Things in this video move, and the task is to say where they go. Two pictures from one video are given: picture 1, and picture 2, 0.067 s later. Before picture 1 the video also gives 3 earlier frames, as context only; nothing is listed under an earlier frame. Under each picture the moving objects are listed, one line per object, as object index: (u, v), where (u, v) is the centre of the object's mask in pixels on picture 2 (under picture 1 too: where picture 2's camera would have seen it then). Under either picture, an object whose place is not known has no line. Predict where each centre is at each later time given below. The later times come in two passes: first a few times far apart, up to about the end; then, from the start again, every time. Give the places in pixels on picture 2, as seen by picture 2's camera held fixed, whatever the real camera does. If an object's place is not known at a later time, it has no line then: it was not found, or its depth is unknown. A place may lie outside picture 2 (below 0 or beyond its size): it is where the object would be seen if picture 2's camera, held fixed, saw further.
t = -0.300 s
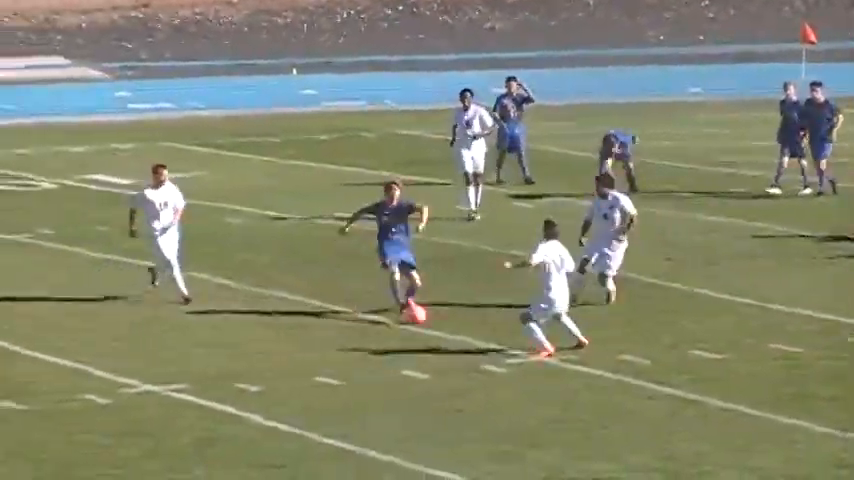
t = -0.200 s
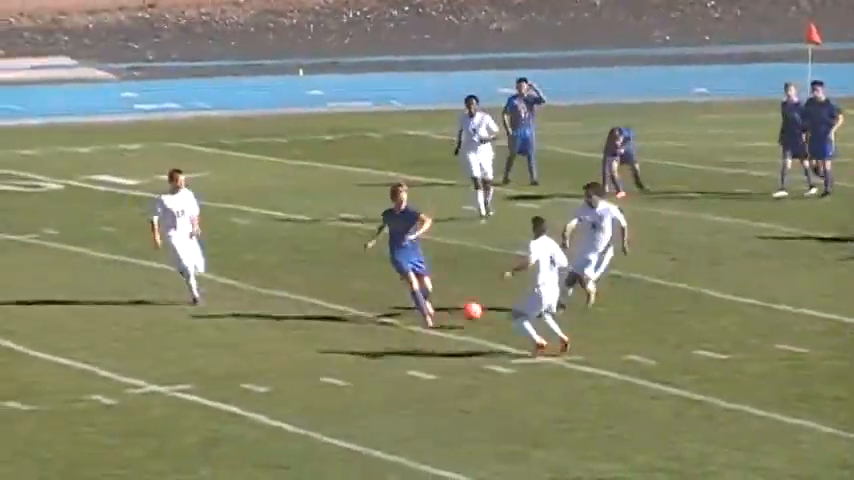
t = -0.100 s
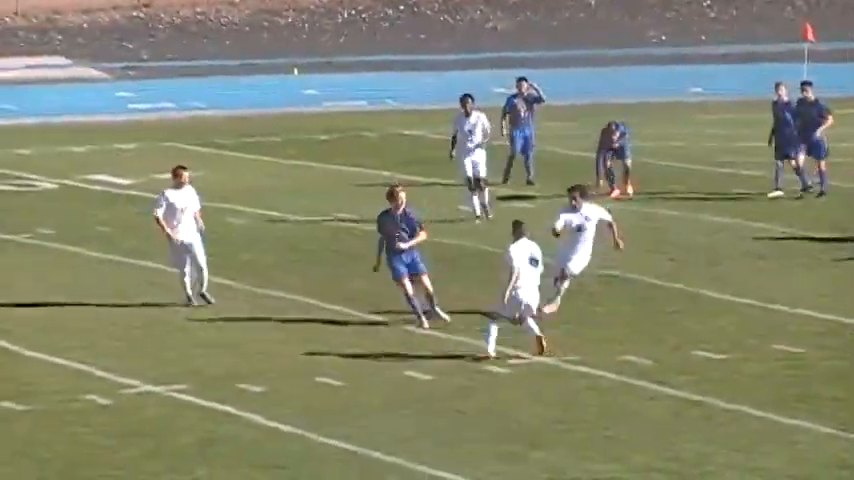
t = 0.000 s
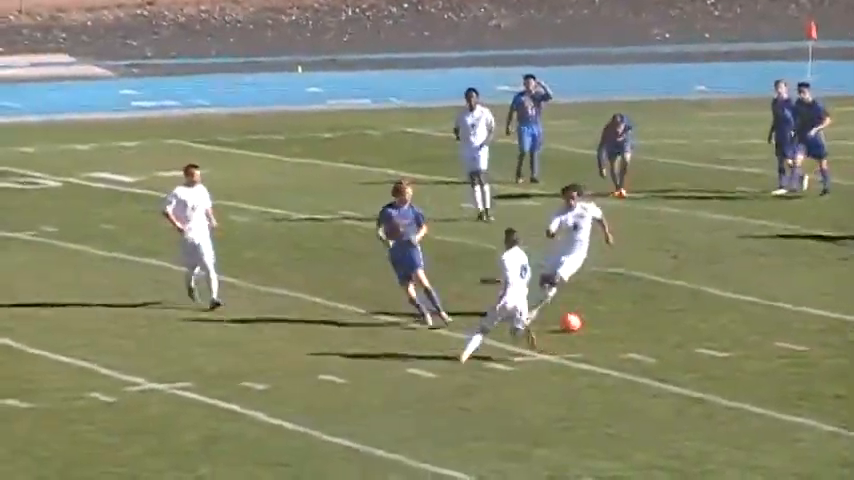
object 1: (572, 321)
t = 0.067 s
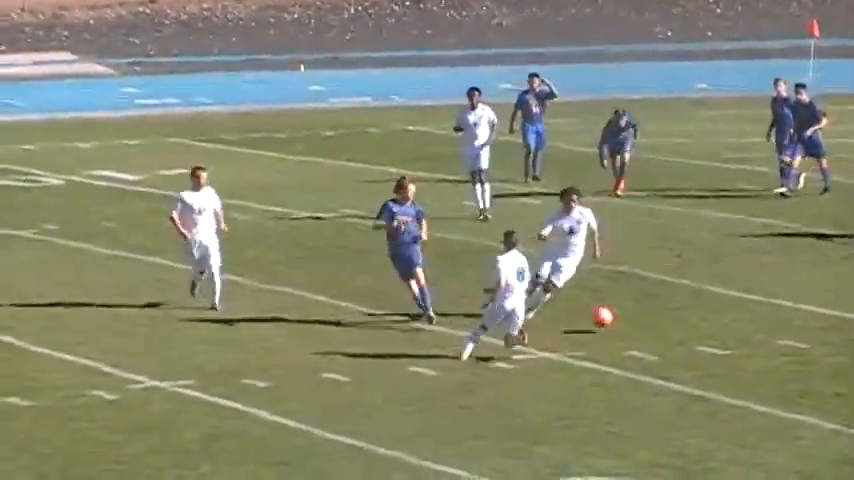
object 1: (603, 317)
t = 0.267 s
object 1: (692, 329)
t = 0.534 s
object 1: (807, 337)
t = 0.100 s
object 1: (617, 316)
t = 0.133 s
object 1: (632, 316)
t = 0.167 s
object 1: (646, 318)
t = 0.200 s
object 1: (662, 320)
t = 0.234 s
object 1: (676, 324)
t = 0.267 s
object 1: (692, 329)
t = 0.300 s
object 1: (706, 331)
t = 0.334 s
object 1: (721, 330)
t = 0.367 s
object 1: (735, 328)
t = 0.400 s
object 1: (749, 328)
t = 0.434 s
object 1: (764, 329)
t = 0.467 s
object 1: (778, 331)
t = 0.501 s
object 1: (792, 334)
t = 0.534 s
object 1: (807, 337)
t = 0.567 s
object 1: (821, 341)
